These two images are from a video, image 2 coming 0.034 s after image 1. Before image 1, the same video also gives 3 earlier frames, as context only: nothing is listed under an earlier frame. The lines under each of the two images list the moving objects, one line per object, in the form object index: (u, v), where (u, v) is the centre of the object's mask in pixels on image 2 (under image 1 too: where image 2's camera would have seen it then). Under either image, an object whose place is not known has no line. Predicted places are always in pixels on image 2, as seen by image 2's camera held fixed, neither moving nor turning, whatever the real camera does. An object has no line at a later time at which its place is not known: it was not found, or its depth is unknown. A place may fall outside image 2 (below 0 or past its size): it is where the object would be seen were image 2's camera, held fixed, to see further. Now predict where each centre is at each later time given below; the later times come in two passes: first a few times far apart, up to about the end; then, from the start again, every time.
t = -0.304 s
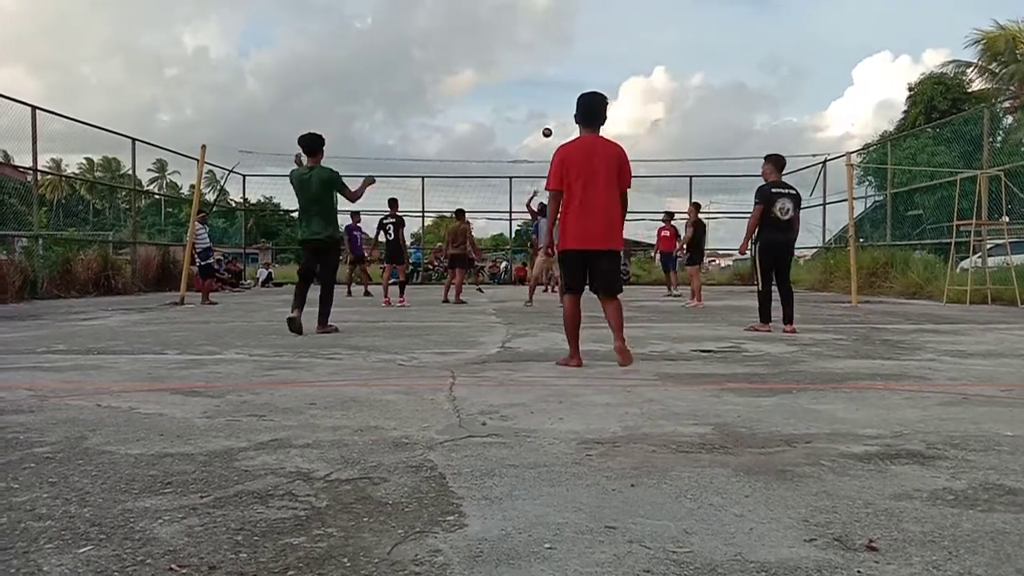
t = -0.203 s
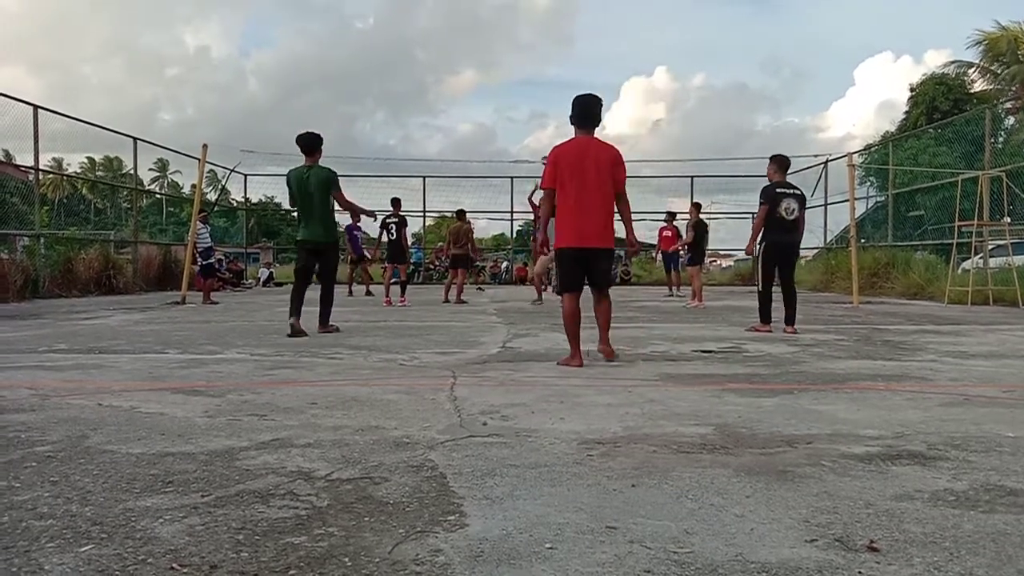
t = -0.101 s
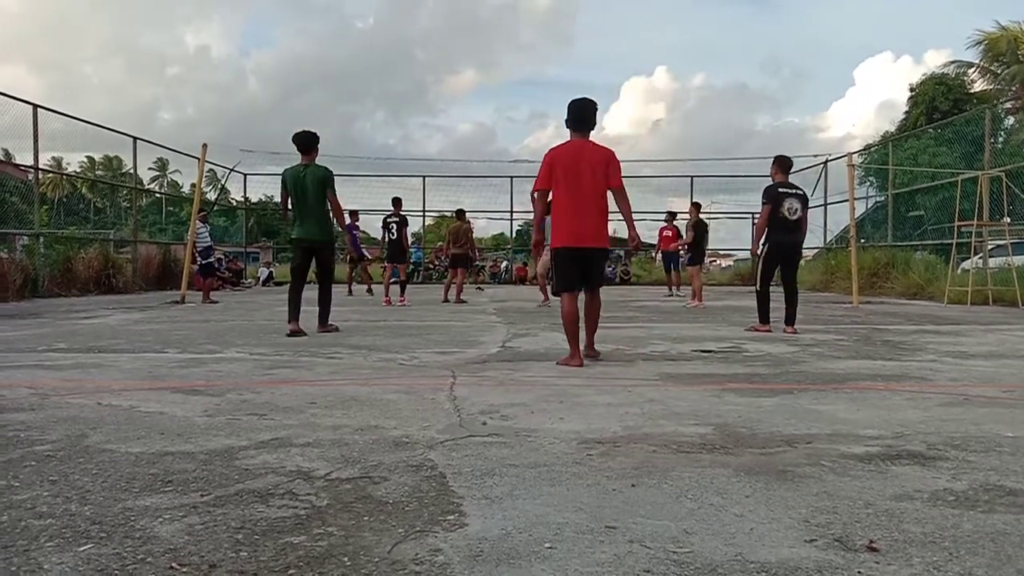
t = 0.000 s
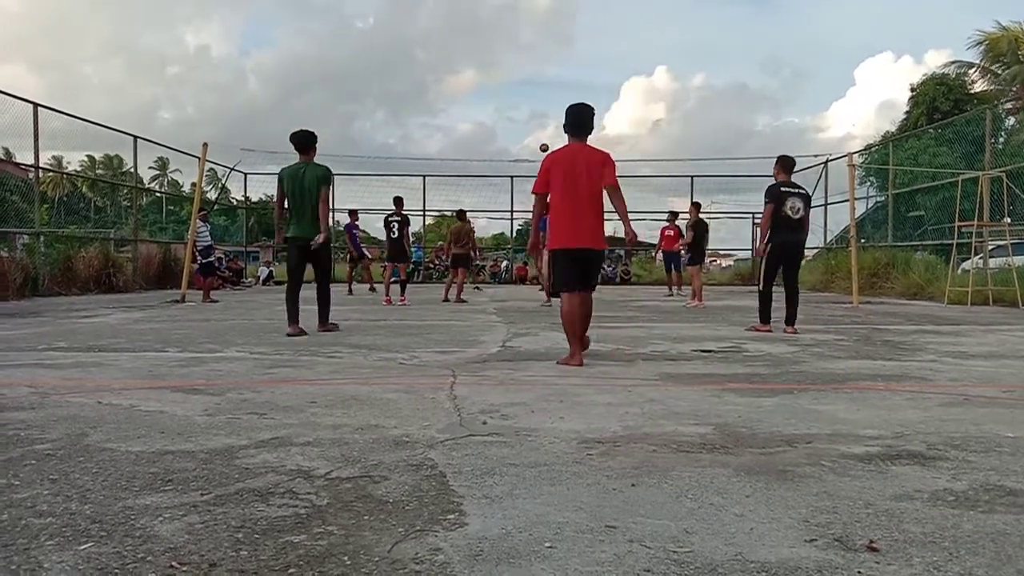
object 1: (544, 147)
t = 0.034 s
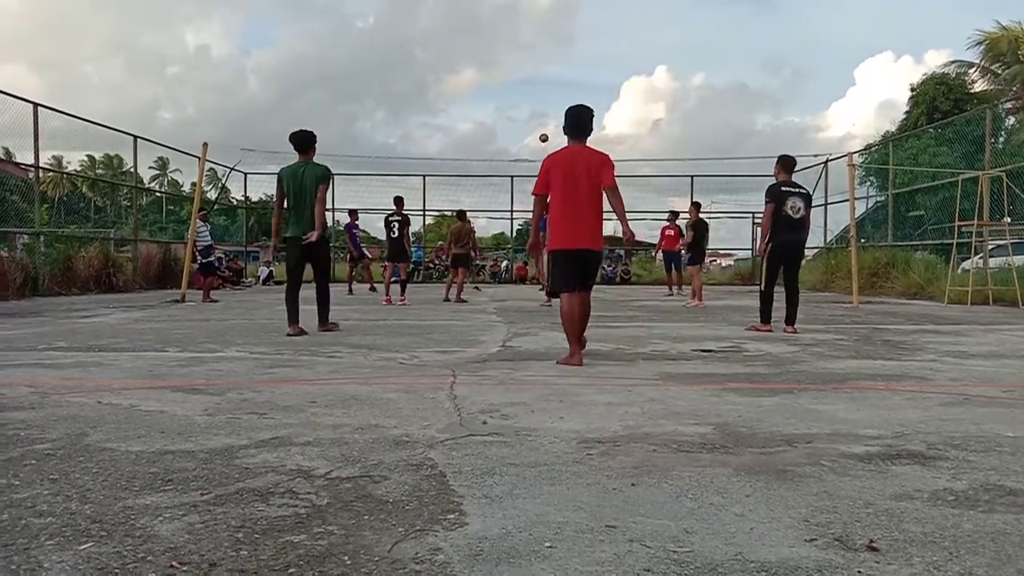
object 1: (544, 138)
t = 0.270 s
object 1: (541, 84)
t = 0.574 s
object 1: (536, 51)
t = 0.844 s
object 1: (530, 57)
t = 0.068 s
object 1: (543, 129)
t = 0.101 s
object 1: (542, 120)
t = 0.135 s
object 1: (542, 112)
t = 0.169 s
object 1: (542, 104)
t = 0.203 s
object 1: (541, 97)
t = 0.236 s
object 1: (541, 90)
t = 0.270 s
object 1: (541, 84)
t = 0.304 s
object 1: (540, 78)
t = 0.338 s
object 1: (540, 73)
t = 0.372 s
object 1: (539, 68)
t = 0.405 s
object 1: (539, 64)
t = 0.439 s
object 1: (538, 60)
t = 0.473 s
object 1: (538, 57)
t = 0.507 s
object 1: (537, 54)
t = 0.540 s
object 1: (537, 52)
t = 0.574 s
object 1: (536, 51)
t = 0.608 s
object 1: (535, 49)
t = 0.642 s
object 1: (535, 49)
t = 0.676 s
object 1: (534, 49)
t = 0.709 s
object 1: (533, 49)
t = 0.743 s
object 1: (533, 51)
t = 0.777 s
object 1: (532, 52)
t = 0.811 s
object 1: (531, 55)
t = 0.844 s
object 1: (530, 57)
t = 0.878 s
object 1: (529, 61)
